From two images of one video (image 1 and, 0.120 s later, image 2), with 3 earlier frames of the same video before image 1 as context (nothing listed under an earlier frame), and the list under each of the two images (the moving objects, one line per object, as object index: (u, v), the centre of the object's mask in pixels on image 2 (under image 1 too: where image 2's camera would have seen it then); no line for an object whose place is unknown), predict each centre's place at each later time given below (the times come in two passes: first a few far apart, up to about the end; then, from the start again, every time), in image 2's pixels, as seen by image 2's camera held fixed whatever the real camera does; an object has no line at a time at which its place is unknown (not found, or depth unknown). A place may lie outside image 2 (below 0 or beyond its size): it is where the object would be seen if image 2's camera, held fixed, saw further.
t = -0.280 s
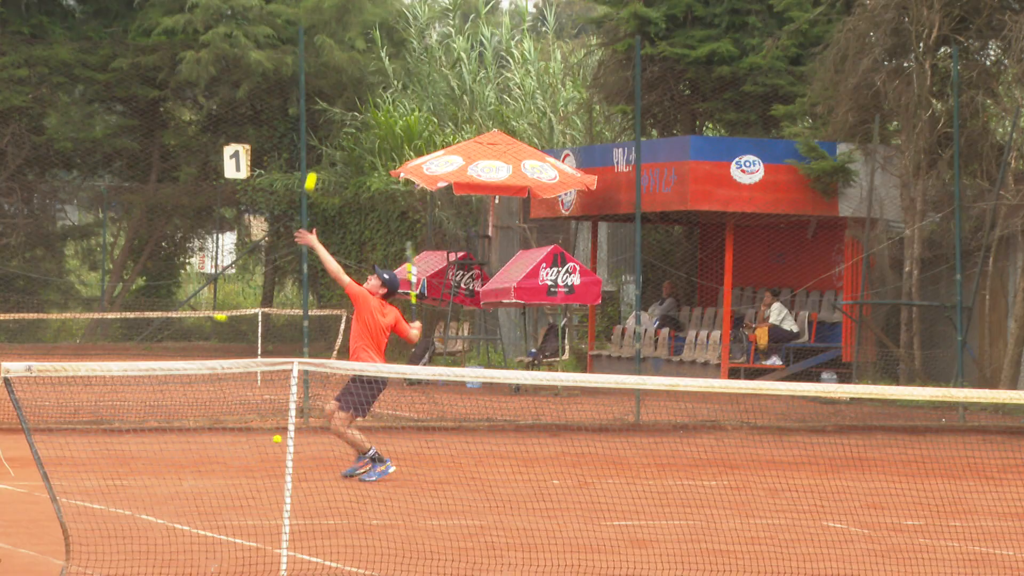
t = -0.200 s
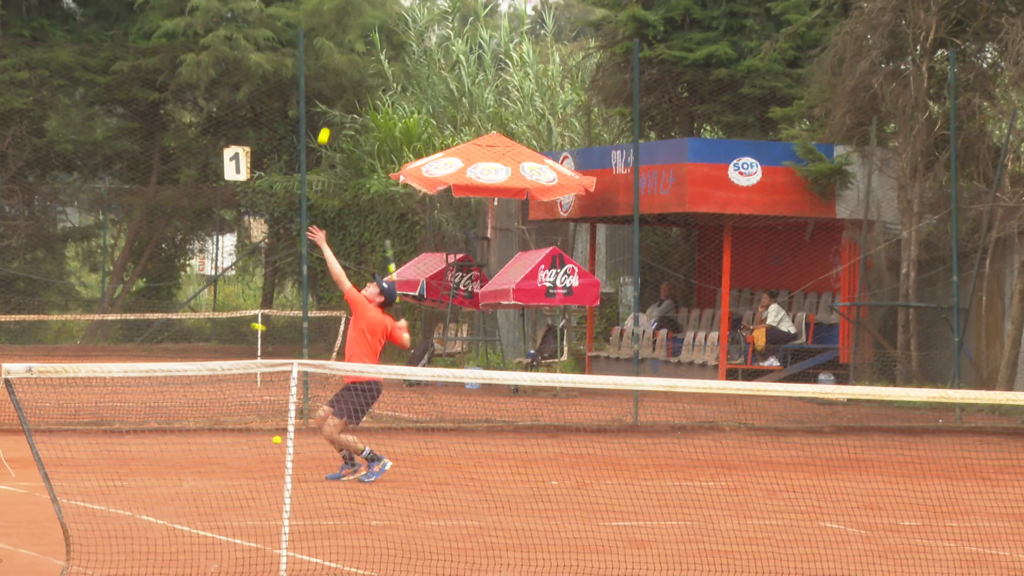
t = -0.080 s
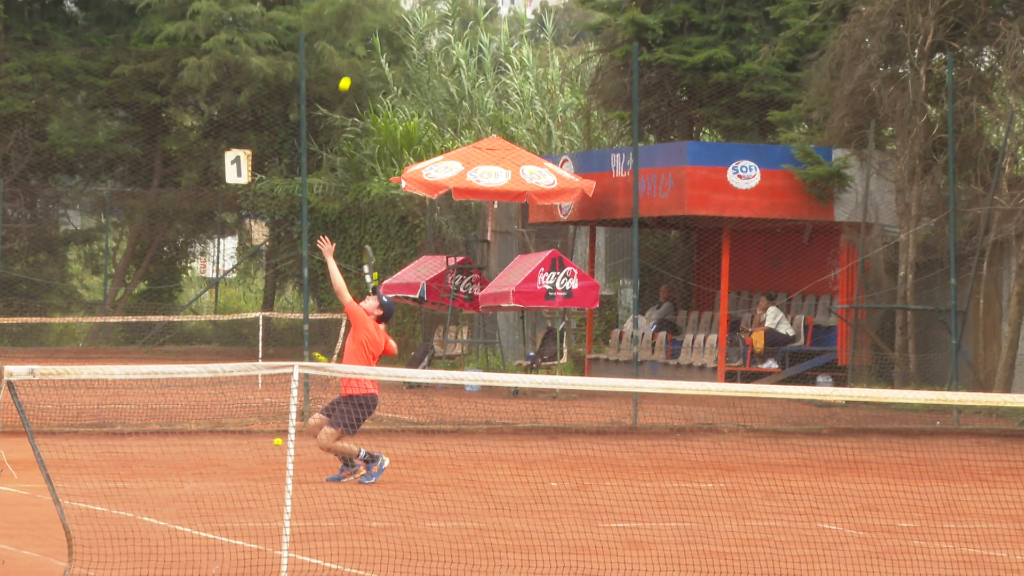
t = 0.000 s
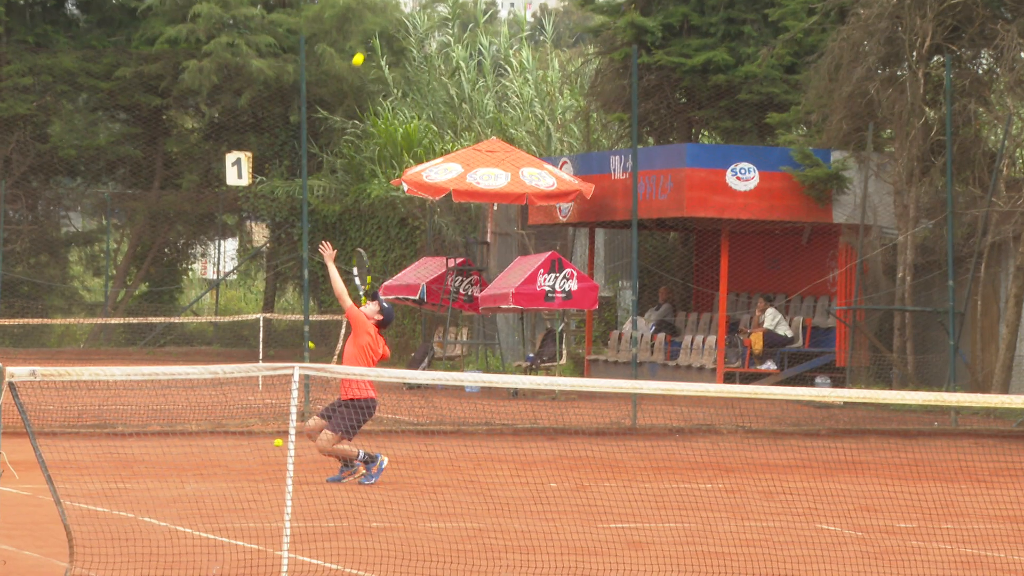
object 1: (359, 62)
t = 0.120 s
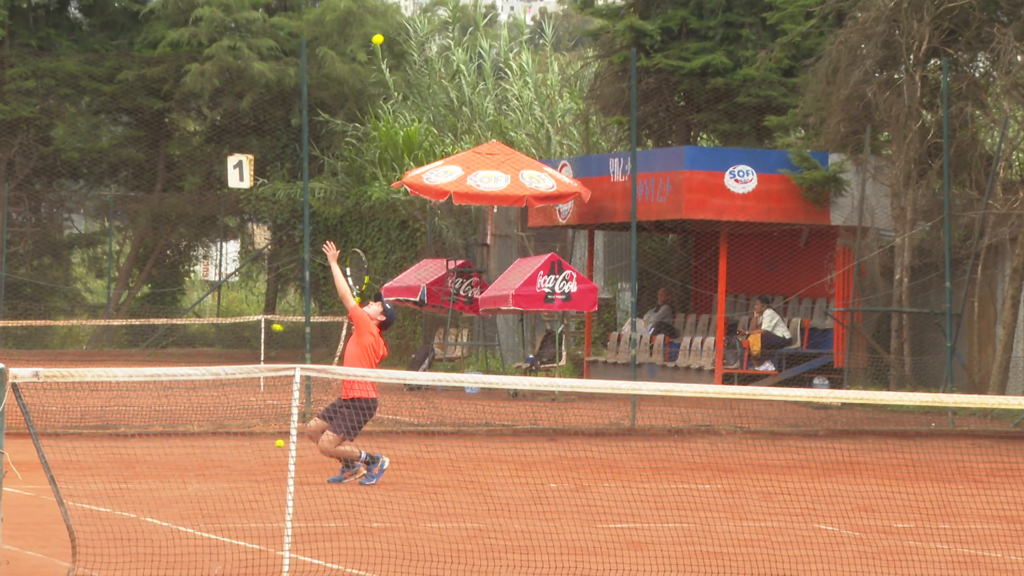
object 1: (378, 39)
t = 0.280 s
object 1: (403, 37)
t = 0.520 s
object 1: (439, 97)
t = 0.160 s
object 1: (384, 35)
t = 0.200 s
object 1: (390, 34)
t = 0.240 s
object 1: (397, 34)
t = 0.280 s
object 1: (403, 37)
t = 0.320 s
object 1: (409, 41)
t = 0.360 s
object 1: (415, 48)
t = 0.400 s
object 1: (421, 58)
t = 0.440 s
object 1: (427, 69)
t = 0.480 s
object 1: (433, 82)
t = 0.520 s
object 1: (439, 97)
